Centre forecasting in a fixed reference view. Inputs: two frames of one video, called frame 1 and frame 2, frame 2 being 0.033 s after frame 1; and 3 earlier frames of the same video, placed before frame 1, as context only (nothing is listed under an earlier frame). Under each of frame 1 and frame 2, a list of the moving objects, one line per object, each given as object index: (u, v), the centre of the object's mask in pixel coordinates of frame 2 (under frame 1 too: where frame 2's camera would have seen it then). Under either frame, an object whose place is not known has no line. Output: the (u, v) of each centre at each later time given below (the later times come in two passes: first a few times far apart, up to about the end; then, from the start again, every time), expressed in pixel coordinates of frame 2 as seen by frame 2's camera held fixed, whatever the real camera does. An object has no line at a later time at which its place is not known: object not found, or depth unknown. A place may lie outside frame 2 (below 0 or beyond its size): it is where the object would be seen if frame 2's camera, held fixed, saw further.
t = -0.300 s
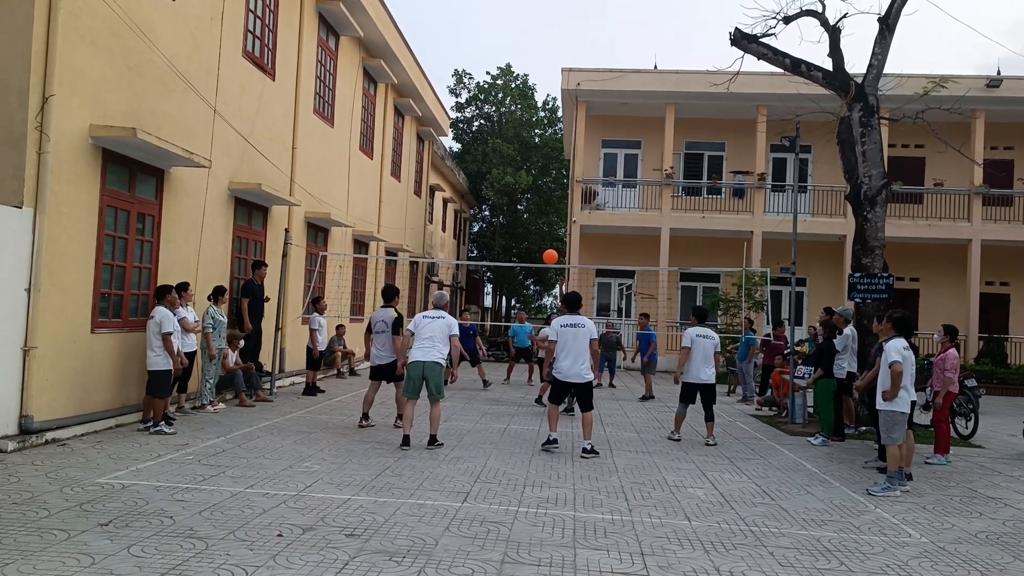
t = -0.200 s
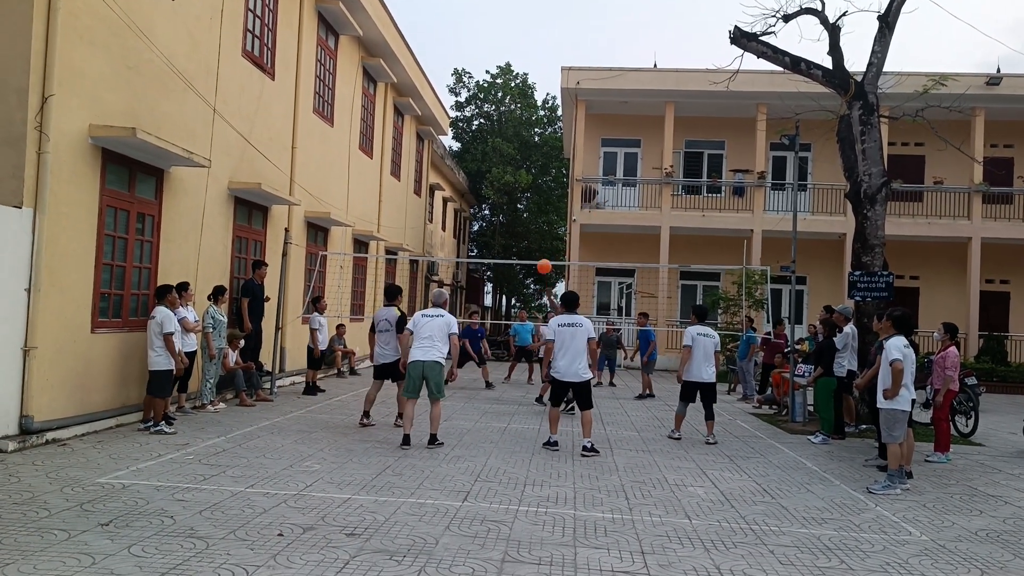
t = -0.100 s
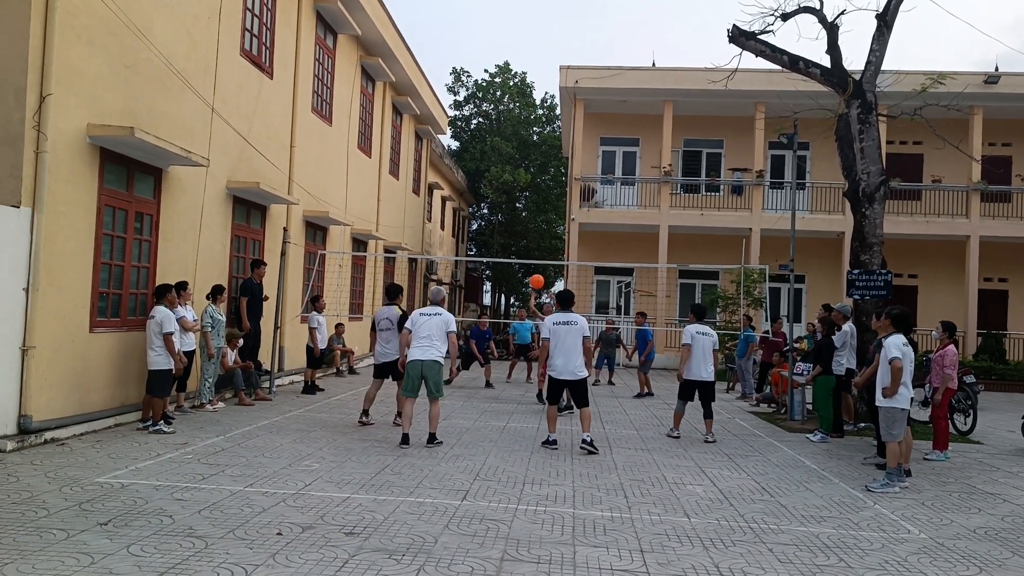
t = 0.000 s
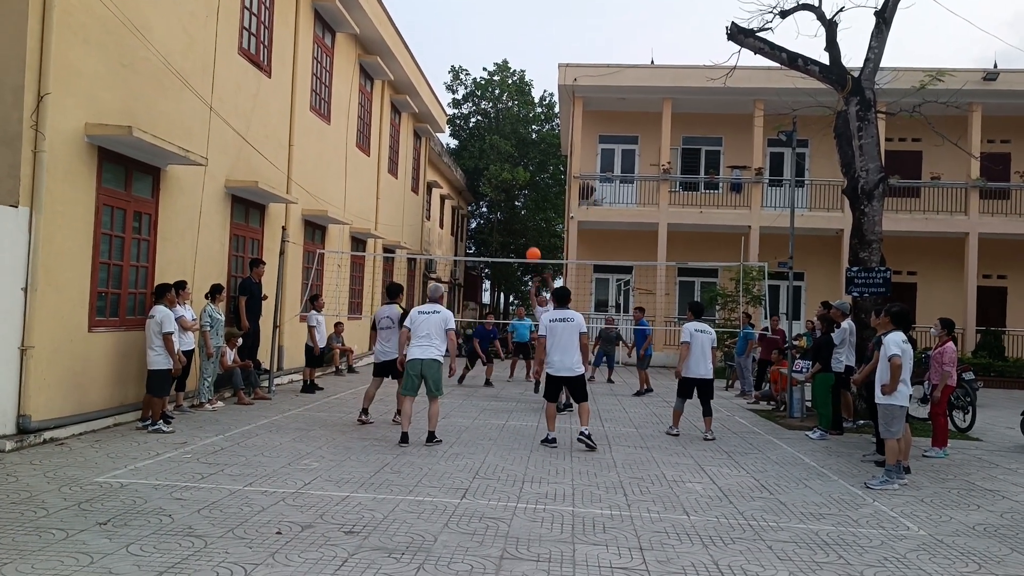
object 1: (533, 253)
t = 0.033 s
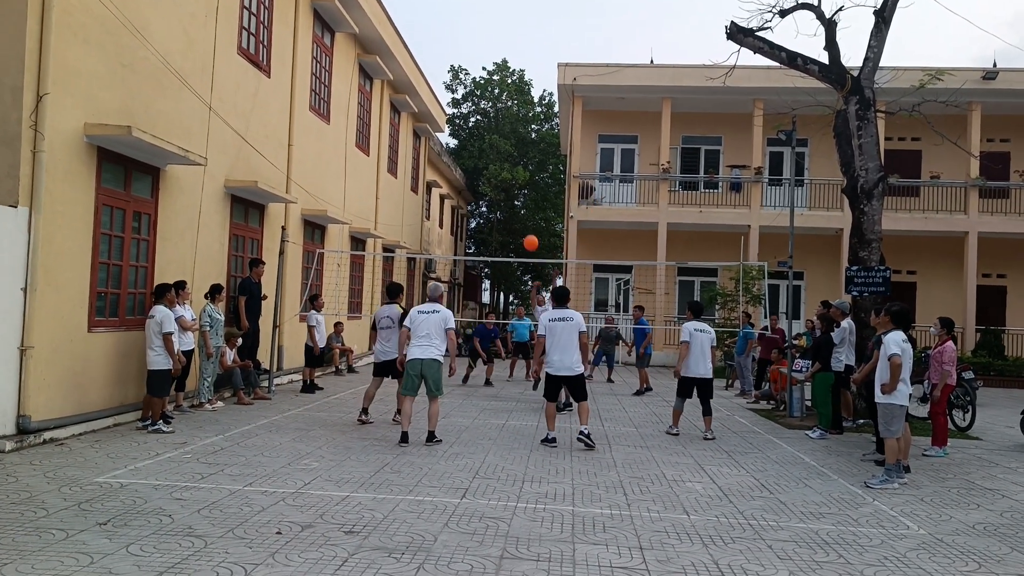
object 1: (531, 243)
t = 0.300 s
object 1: (512, 170)
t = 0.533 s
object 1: (493, 138)
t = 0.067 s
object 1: (529, 232)
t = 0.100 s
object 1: (526, 221)
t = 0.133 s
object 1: (524, 211)
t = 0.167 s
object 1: (522, 202)
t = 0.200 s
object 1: (520, 193)
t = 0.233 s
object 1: (517, 184)
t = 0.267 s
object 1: (515, 177)
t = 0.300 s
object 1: (512, 170)
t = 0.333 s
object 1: (510, 163)
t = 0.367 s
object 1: (507, 157)
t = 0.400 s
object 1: (504, 152)
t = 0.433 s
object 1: (502, 147)
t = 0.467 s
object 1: (499, 144)
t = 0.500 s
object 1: (496, 141)
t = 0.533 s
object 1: (493, 138)
